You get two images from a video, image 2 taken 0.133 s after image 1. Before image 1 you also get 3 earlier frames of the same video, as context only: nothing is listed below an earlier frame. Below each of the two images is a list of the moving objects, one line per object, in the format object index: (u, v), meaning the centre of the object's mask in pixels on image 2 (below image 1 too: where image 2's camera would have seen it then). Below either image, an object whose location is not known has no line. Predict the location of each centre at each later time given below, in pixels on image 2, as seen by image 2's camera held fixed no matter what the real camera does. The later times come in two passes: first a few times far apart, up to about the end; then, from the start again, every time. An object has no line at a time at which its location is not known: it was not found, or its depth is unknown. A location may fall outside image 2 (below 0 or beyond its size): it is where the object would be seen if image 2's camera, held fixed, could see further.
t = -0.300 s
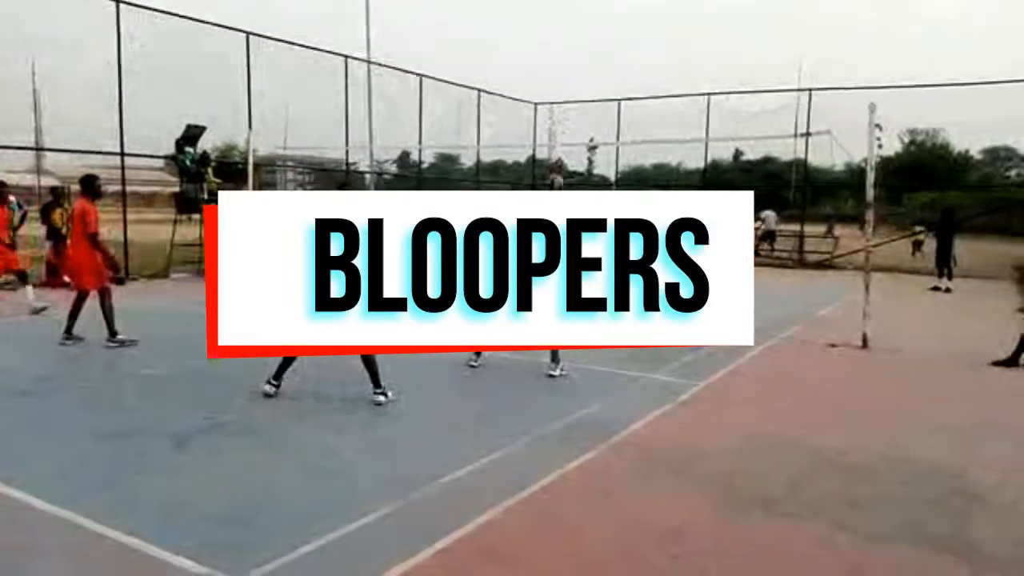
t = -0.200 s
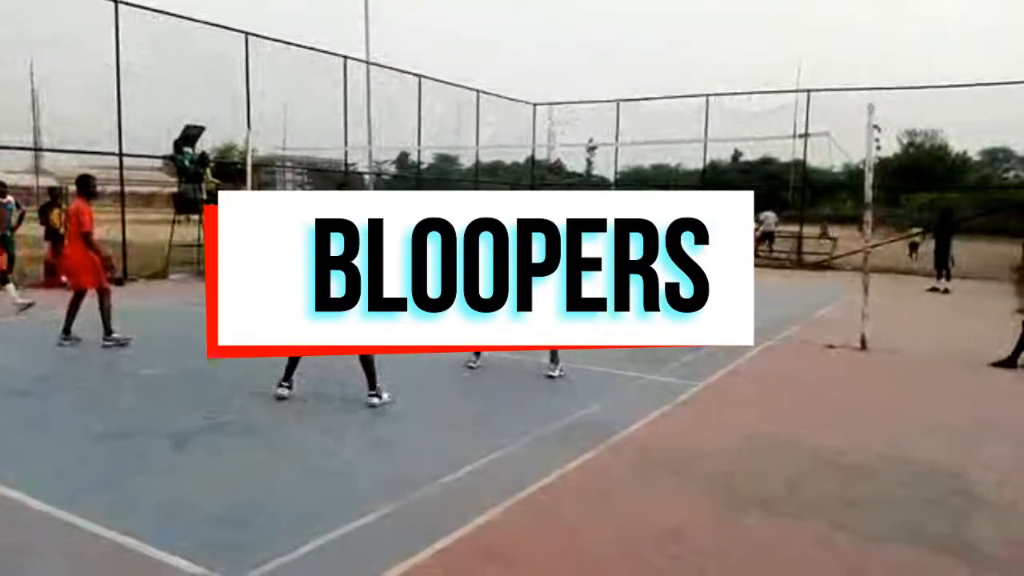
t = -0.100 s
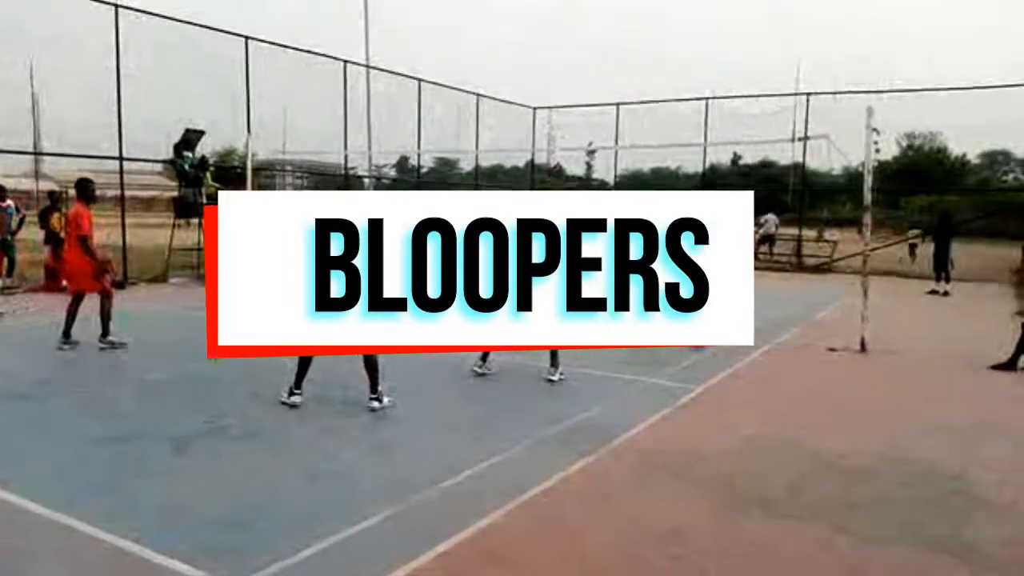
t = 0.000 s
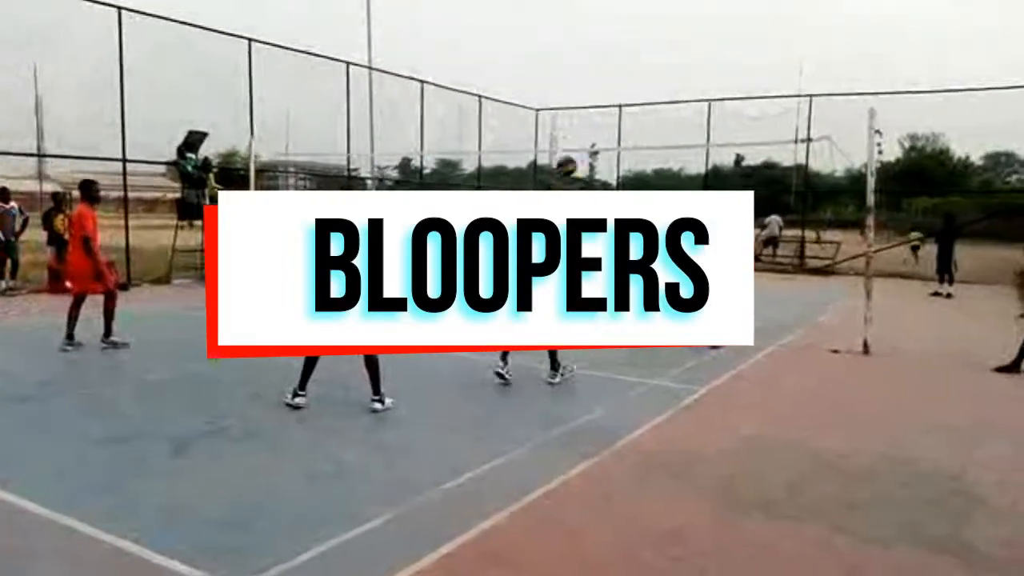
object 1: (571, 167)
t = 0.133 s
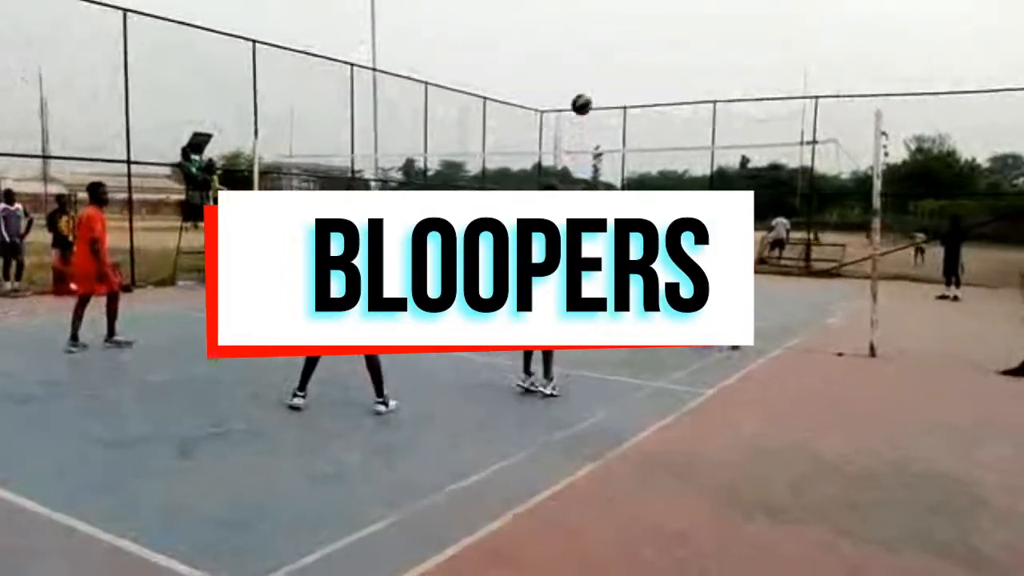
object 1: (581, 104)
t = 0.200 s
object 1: (586, 78)
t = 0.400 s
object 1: (600, 29)
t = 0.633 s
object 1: (616, 24)
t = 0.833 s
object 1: (626, 65)
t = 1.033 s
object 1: (635, 147)
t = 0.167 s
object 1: (584, 91)
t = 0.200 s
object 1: (586, 78)
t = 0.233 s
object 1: (589, 67)
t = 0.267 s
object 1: (591, 58)
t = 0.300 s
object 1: (593, 49)
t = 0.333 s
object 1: (596, 41)
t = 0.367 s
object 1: (598, 35)
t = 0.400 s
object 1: (600, 29)
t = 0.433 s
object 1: (603, 25)
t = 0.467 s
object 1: (605, 22)
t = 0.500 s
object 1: (607, 20)
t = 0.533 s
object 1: (609, 19)
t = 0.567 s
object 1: (611, 20)
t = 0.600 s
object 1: (614, 21)
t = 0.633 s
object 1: (616, 24)
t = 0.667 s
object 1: (618, 28)
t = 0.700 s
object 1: (620, 33)
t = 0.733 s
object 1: (622, 39)
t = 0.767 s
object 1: (623, 46)
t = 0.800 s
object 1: (625, 55)
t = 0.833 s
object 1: (626, 65)
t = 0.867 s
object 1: (628, 76)
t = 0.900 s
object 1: (629, 88)
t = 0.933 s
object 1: (630, 101)
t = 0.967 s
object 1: (632, 116)
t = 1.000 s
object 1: (634, 131)
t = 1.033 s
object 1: (635, 147)
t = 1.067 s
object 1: (636, 164)
